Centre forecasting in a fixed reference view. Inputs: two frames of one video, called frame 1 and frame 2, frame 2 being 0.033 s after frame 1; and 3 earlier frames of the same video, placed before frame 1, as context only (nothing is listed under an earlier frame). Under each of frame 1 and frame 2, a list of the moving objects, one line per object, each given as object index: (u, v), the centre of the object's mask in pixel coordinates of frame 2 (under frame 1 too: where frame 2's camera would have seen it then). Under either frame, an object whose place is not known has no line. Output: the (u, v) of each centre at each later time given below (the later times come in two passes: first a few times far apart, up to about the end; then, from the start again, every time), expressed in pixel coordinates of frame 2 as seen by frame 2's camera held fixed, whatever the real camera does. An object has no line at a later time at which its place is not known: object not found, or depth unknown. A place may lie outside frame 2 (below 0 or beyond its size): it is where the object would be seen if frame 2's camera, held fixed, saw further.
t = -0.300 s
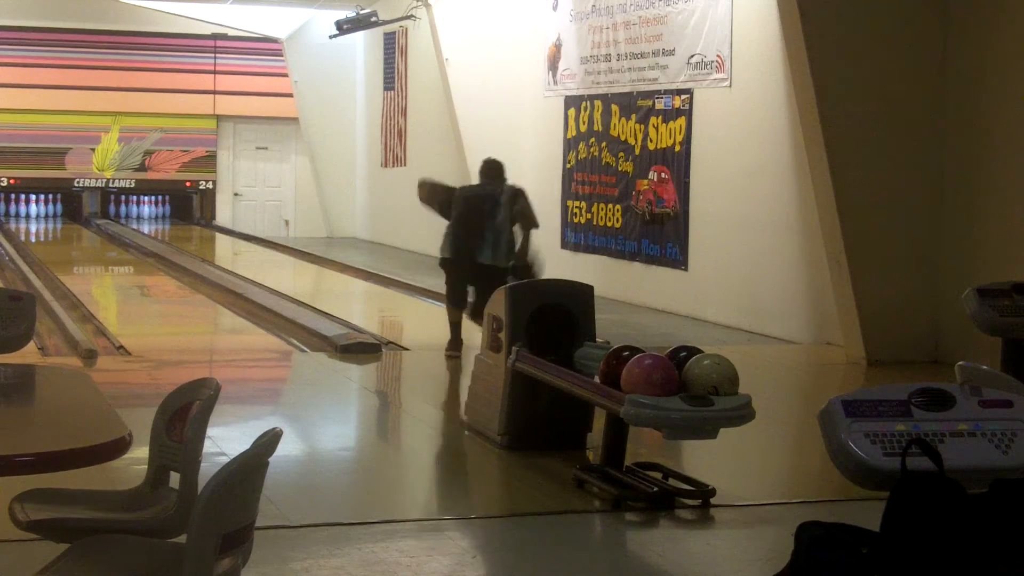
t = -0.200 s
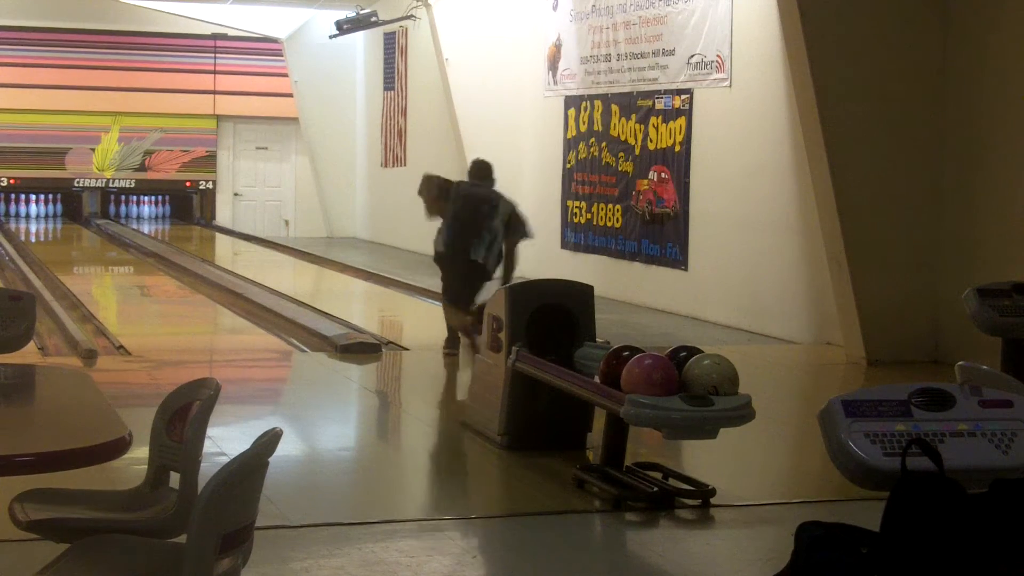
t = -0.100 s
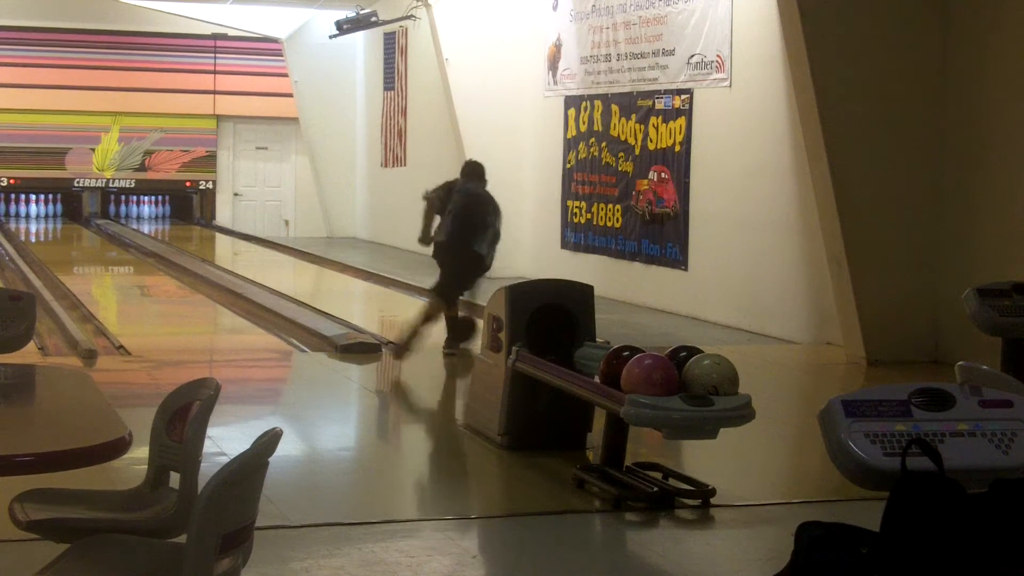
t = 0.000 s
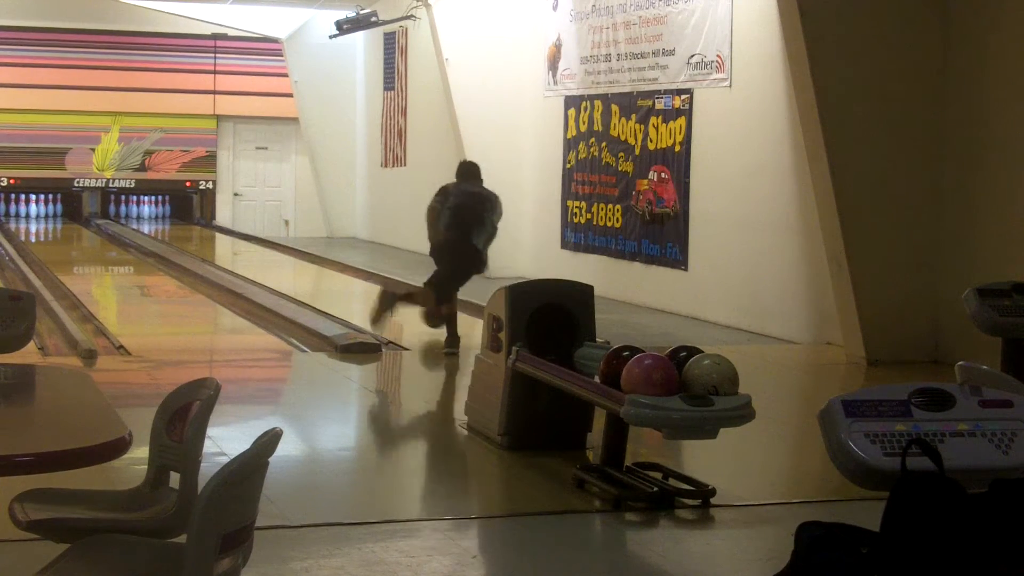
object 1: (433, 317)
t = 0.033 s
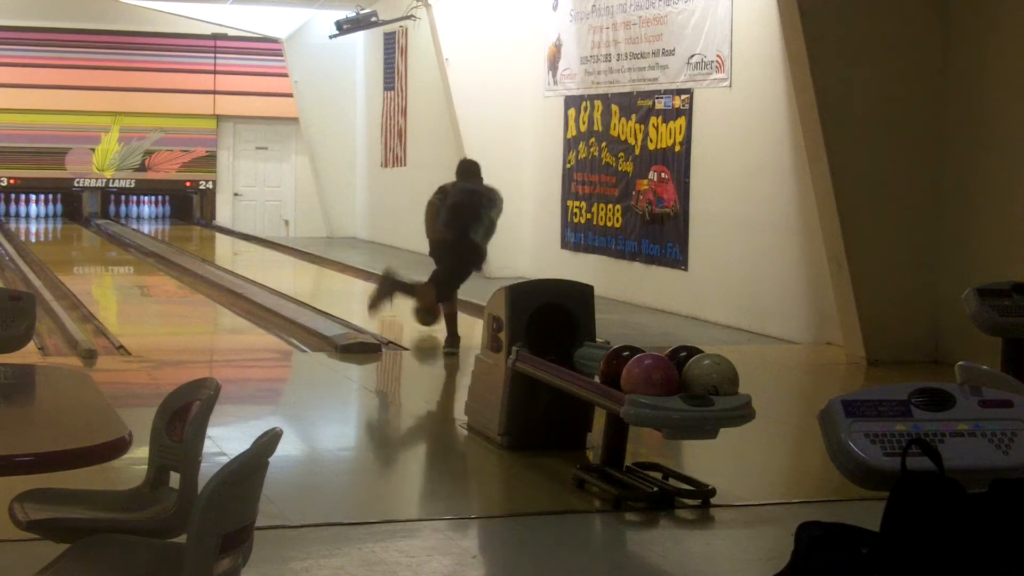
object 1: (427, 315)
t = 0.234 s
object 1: (383, 298)
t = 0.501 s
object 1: (336, 279)
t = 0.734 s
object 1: (303, 266)
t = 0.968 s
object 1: (275, 255)
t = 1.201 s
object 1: (251, 245)
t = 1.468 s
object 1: (227, 238)
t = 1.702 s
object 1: (208, 232)
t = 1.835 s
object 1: (199, 229)
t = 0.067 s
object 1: (419, 312)
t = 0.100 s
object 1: (412, 308)
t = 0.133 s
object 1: (404, 305)
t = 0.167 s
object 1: (397, 303)
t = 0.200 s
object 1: (390, 300)
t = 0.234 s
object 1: (383, 298)
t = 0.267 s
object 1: (377, 295)
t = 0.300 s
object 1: (371, 293)
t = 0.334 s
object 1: (364, 291)
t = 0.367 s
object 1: (358, 287)
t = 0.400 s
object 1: (353, 286)
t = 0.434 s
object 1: (347, 284)
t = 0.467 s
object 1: (342, 281)
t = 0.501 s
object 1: (336, 279)
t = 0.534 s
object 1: (331, 278)
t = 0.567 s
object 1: (326, 275)
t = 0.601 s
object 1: (321, 274)
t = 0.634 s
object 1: (317, 272)
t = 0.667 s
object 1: (312, 269)
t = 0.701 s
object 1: (308, 268)
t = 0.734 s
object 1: (303, 266)
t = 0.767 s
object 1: (299, 264)
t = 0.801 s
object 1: (295, 263)
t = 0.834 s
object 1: (290, 261)
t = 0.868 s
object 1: (287, 259)
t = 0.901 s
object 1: (283, 258)
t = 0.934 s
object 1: (279, 256)
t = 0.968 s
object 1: (275, 255)
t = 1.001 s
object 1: (271, 253)
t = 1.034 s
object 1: (268, 252)
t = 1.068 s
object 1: (264, 251)
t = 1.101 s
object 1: (261, 249)
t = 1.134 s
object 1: (257, 247)
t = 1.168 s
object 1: (254, 246)
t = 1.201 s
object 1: (251, 245)
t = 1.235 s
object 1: (248, 245)
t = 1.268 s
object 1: (245, 244)
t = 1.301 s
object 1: (242, 242)
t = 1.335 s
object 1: (238, 242)
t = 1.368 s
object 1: (235, 241)
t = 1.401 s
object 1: (233, 239)
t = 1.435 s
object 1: (230, 238)
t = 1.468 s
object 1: (227, 238)
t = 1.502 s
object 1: (224, 237)
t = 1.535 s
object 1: (222, 235)
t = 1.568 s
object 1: (218, 235)
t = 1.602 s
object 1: (216, 235)
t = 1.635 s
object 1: (213, 234)
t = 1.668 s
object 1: (211, 233)
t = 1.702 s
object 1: (208, 232)
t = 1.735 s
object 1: (206, 231)
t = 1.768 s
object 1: (203, 229)
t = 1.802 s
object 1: (201, 229)
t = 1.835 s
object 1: (199, 229)
